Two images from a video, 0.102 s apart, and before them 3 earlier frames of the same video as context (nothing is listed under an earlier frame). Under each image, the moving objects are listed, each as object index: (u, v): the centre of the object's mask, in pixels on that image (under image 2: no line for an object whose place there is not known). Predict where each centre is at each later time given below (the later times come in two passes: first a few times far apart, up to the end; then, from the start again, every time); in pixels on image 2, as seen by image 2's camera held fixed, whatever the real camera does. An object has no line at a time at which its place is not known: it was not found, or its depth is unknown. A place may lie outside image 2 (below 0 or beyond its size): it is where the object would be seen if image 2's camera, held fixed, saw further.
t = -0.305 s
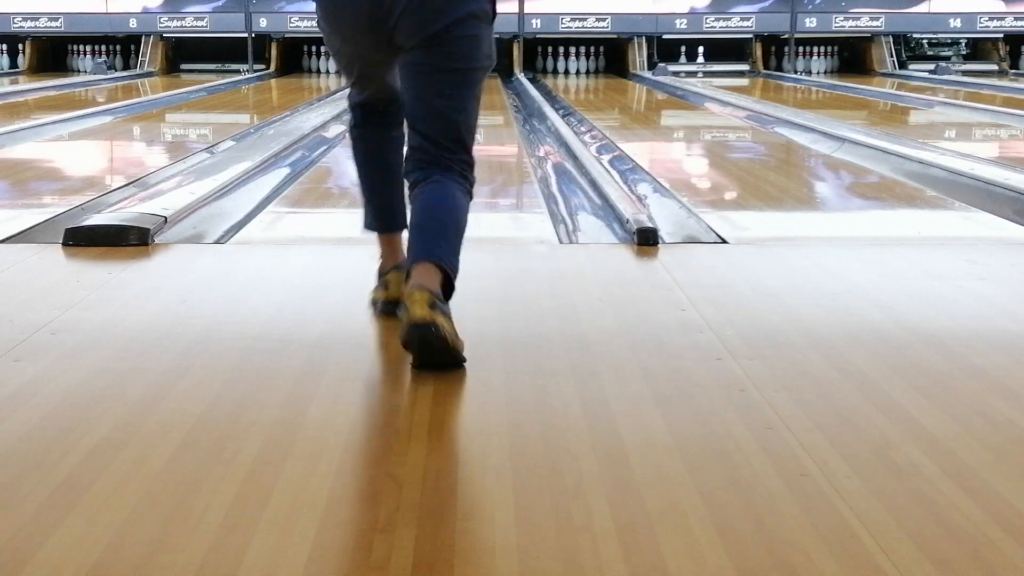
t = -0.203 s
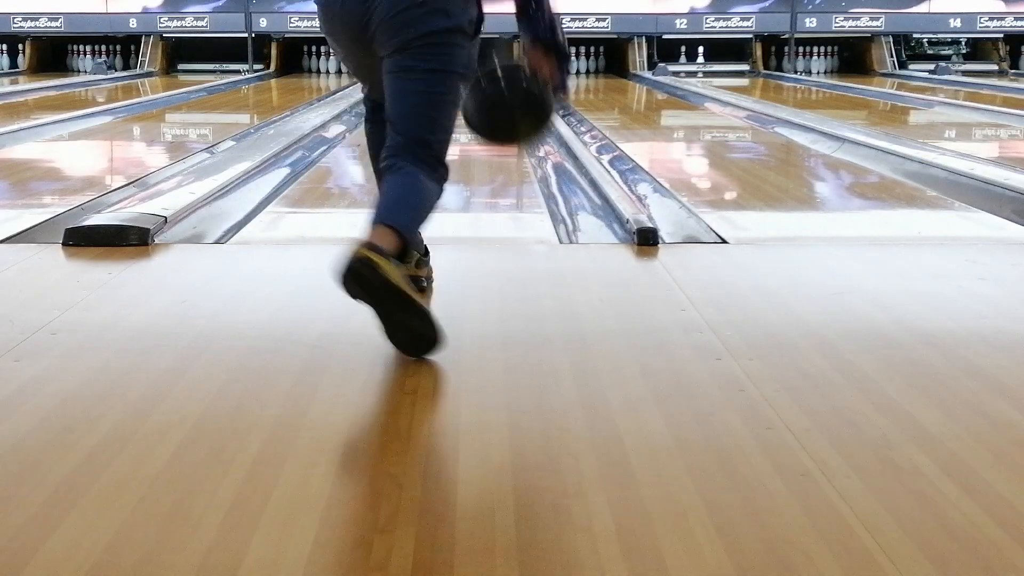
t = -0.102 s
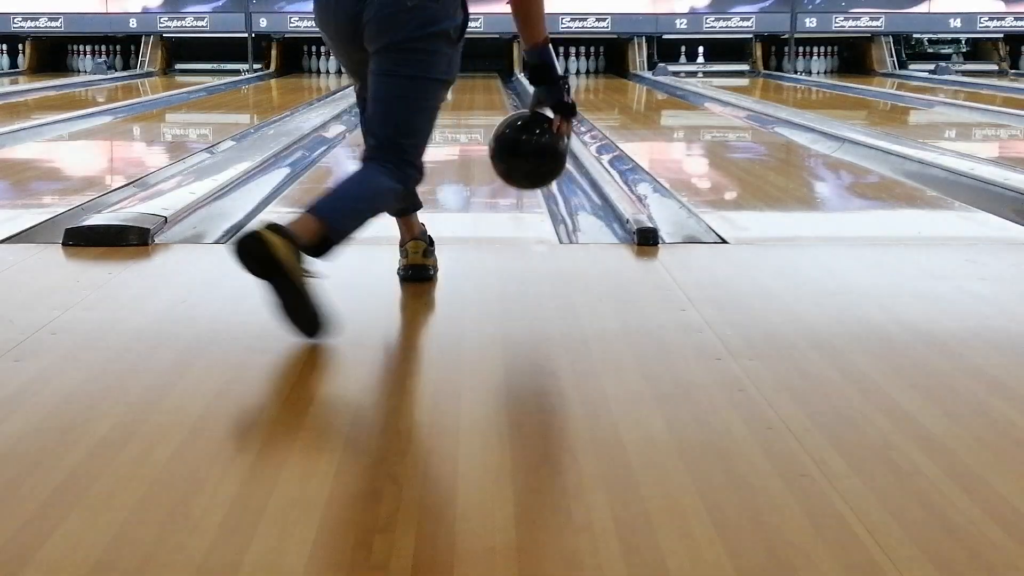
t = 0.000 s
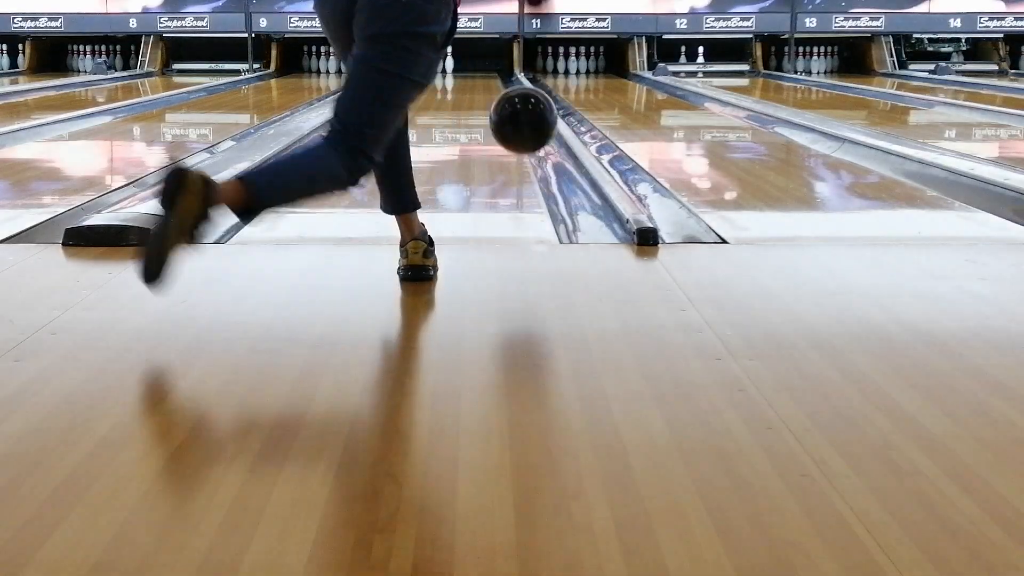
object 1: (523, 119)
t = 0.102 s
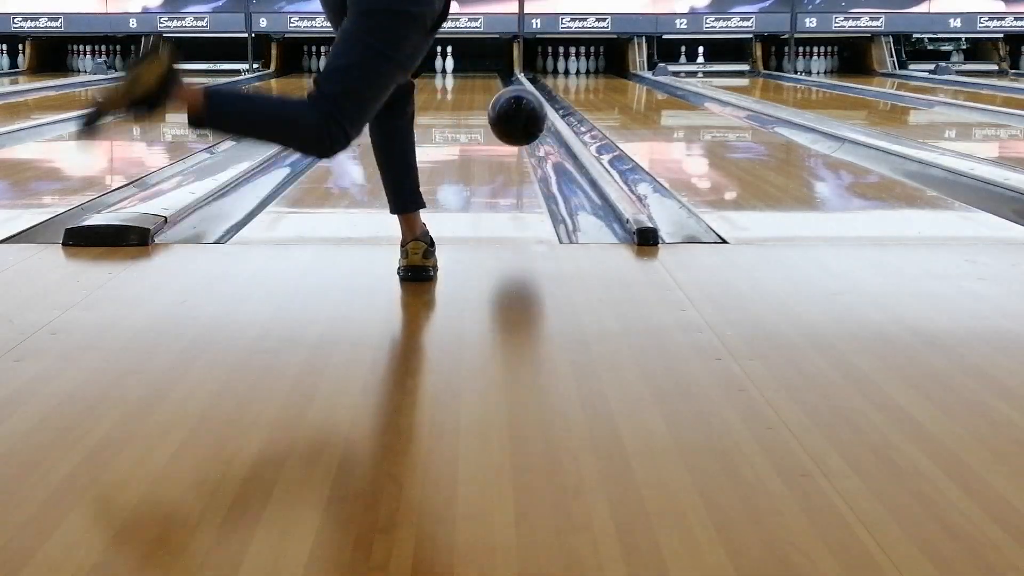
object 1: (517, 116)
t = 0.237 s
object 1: (511, 152)
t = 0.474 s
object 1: (505, 133)
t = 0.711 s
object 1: (499, 115)
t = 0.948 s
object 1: (494, 102)
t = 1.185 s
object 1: (489, 93)
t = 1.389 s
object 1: (484, 87)
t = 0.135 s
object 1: (515, 122)
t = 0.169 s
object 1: (514, 130)
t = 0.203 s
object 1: (512, 140)
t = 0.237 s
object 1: (511, 152)
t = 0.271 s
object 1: (510, 153)
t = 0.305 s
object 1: (509, 143)
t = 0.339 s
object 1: (508, 136)
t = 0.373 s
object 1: (507, 132)
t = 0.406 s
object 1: (506, 130)
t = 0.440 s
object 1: (505, 131)
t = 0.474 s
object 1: (505, 133)
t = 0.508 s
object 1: (504, 128)
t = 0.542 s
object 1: (503, 126)
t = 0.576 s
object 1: (503, 124)
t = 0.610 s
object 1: (502, 121)
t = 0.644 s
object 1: (501, 119)
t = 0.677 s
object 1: (500, 117)
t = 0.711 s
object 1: (499, 115)
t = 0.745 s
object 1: (499, 113)
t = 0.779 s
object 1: (498, 111)
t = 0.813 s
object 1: (497, 109)
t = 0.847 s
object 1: (497, 107)
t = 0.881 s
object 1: (496, 105)
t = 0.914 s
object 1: (495, 104)
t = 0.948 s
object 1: (494, 102)
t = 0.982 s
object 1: (493, 101)
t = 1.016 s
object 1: (493, 99)
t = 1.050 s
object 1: (492, 98)
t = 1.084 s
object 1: (491, 96)
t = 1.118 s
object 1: (491, 95)
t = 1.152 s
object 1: (490, 94)
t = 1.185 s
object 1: (489, 93)
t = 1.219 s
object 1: (488, 92)
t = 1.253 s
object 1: (487, 90)
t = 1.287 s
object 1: (486, 89)
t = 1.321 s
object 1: (486, 88)
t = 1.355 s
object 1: (485, 88)
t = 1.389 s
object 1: (484, 87)
